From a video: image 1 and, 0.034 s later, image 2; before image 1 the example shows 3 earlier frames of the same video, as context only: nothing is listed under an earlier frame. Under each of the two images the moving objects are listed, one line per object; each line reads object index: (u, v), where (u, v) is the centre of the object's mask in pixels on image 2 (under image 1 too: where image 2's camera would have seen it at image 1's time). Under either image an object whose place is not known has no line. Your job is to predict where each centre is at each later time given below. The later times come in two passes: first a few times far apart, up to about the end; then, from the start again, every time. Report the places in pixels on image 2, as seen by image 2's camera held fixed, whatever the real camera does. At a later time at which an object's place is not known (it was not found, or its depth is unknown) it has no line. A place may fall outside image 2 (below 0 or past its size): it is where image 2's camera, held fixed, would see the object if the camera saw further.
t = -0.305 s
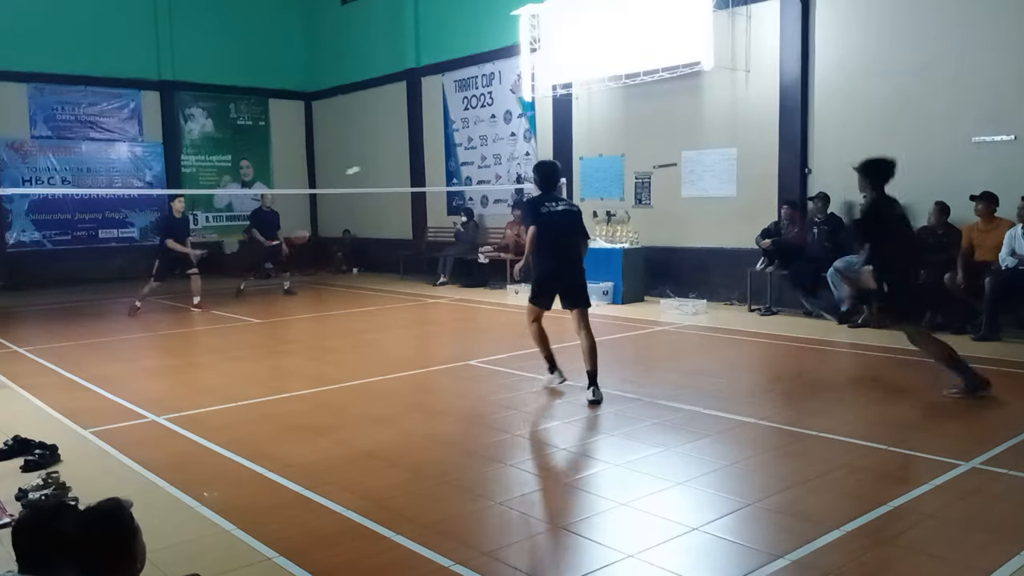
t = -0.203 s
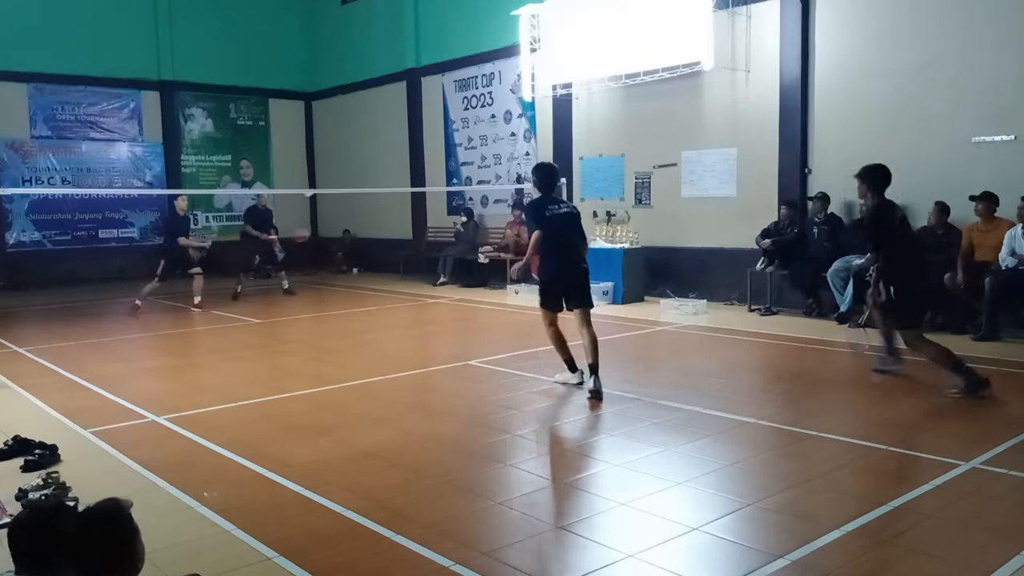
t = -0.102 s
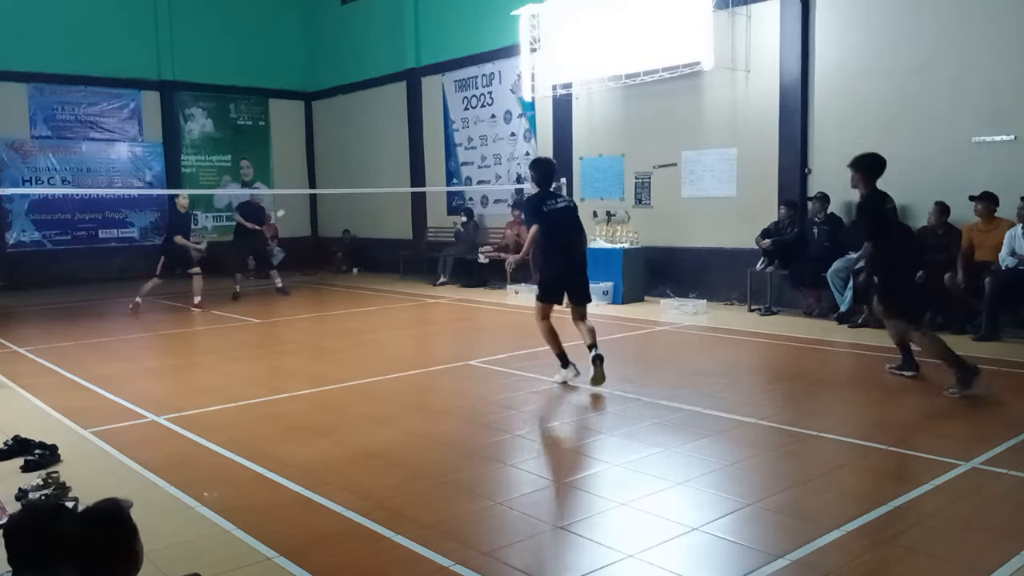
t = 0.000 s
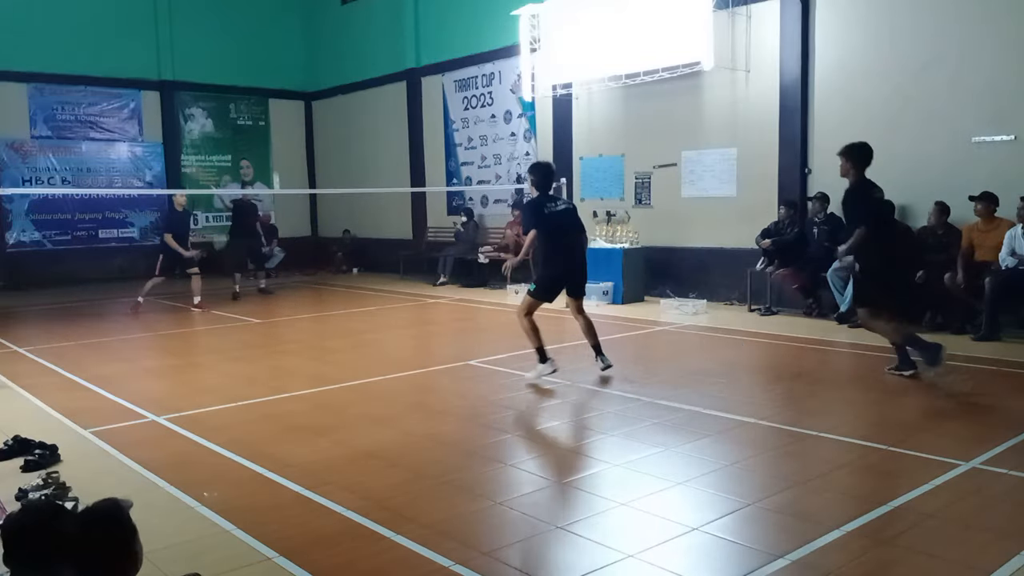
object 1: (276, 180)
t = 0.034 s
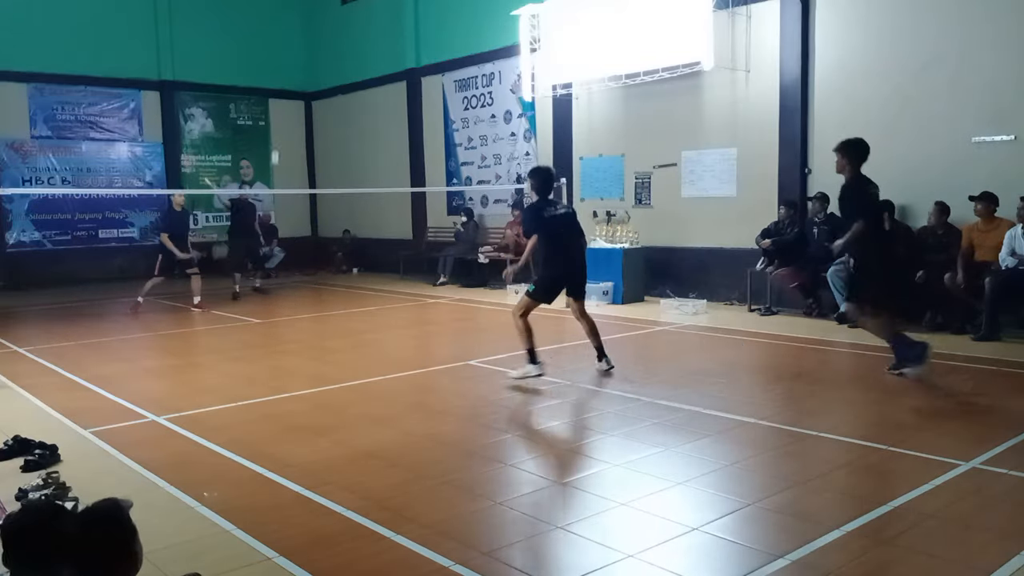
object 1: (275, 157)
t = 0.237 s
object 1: (277, 69)
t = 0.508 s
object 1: (284, 31)
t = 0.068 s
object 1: (274, 138)
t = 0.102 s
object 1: (275, 121)
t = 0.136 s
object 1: (275, 106)
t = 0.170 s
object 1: (276, 92)
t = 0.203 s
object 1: (276, 80)
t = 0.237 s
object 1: (277, 69)
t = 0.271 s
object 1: (278, 59)
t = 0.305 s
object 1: (279, 52)
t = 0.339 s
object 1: (279, 45)
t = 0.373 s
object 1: (280, 38)
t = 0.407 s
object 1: (280, 35)
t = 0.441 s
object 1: (281, 31)
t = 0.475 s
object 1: (283, 30)
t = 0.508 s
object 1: (284, 31)
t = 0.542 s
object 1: (285, 33)
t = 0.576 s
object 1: (285, 36)
